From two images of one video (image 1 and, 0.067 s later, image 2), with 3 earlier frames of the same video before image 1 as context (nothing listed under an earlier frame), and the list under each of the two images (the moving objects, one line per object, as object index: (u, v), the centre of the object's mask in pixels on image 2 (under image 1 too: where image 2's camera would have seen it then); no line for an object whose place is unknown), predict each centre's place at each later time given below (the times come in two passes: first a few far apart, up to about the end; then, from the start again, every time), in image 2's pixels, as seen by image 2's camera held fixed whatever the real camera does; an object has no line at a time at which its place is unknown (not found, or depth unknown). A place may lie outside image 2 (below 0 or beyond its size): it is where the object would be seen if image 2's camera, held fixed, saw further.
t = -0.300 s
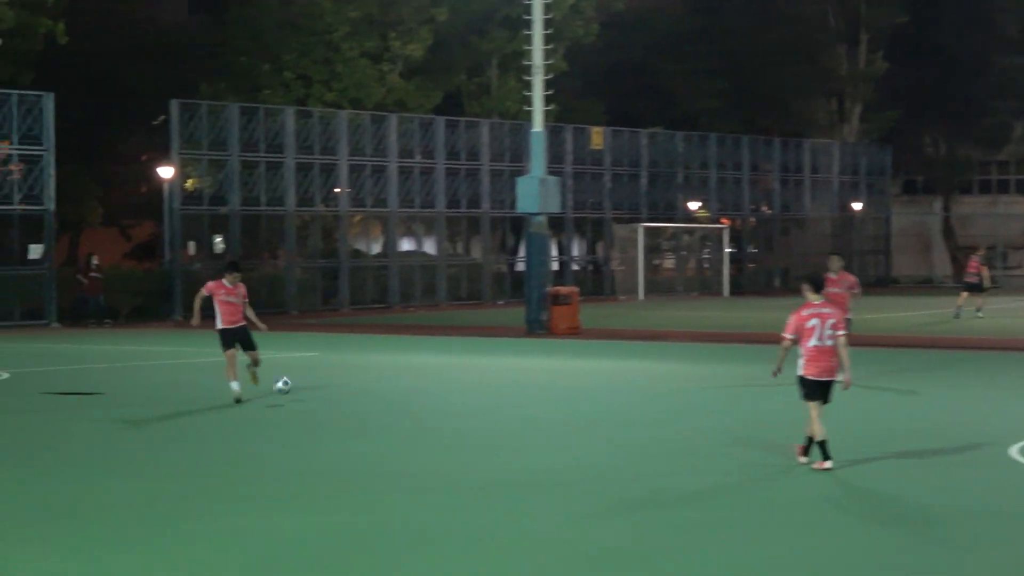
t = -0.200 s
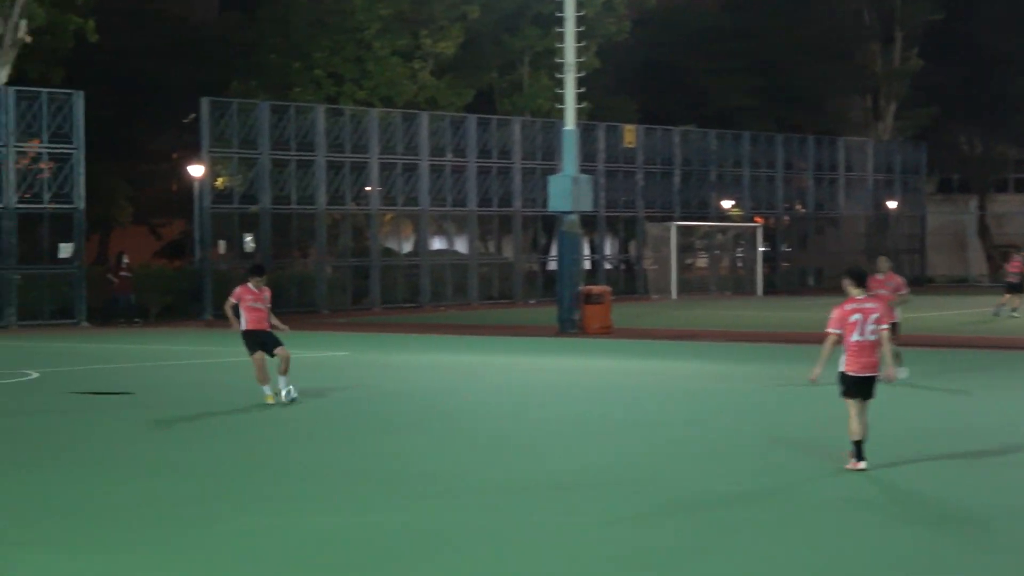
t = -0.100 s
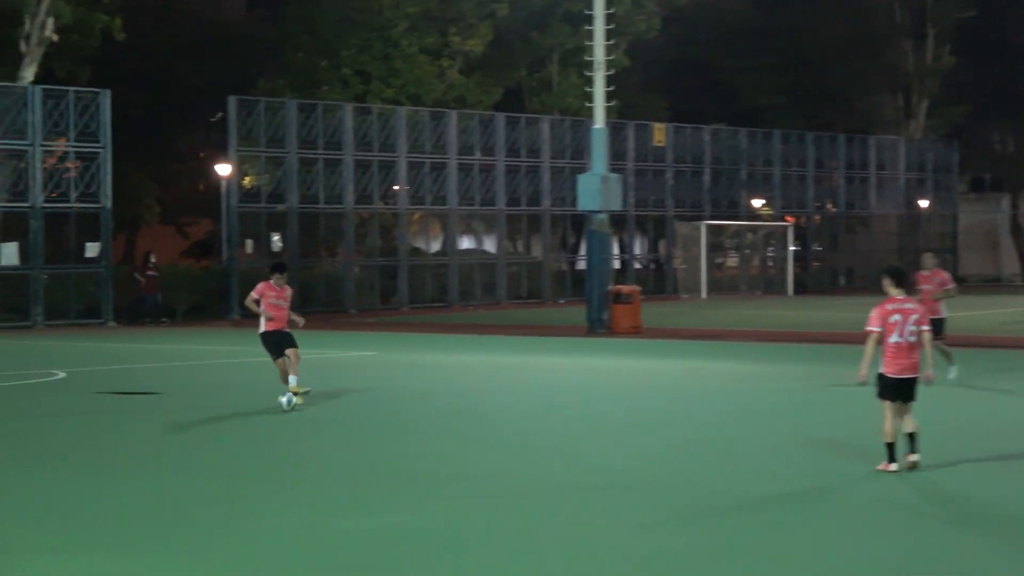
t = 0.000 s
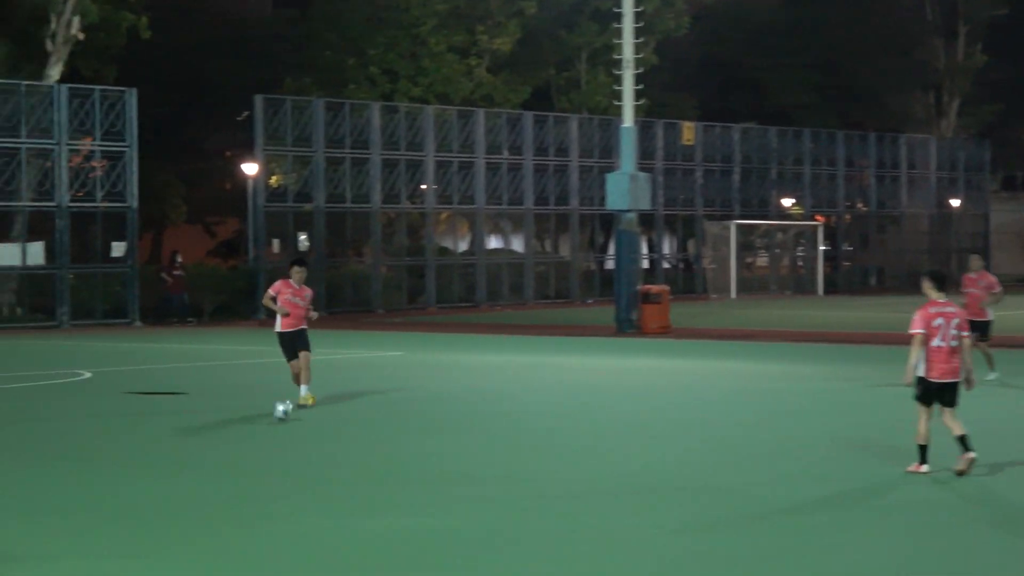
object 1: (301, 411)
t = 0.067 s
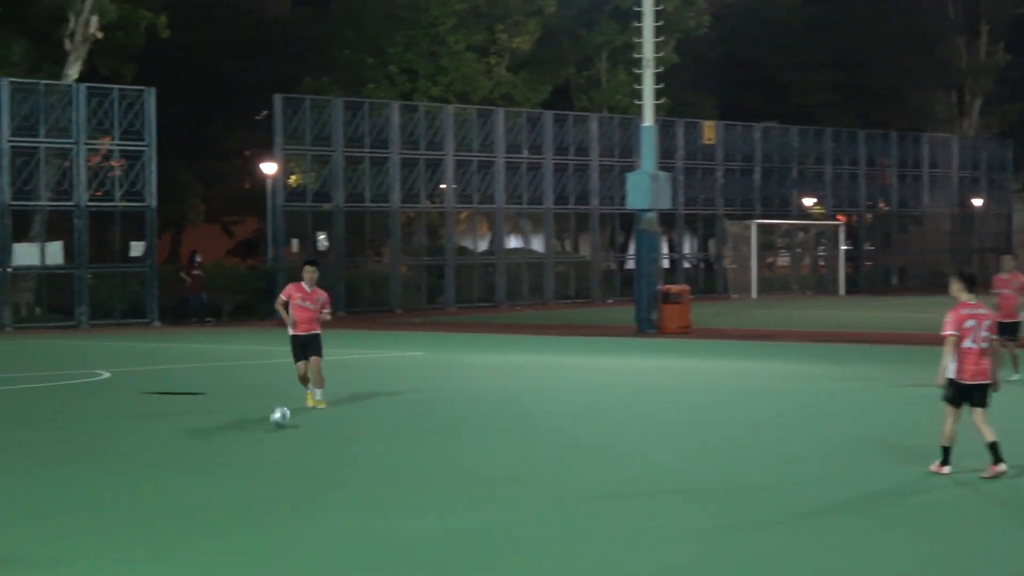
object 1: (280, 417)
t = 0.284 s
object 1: (207, 437)
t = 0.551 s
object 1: (107, 459)
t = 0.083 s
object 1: (275, 419)
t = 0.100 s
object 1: (269, 420)
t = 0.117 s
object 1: (264, 422)
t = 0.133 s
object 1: (259, 424)
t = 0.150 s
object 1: (253, 425)
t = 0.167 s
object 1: (248, 426)
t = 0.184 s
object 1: (242, 426)
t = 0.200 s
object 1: (237, 428)
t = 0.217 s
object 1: (231, 429)
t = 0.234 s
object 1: (225, 431)
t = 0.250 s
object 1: (219, 433)
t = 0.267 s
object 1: (214, 435)
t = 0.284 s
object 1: (207, 437)
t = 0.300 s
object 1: (202, 437)
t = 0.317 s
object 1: (196, 438)
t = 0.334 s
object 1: (190, 439)
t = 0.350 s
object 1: (184, 441)
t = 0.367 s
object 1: (178, 443)
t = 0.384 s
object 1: (171, 445)
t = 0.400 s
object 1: (165, 447)
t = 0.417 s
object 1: (159, 448)
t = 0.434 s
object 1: (153, 450)
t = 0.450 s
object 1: (146, 451)
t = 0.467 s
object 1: (140, 453)
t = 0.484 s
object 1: (133, 455)
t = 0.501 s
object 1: (127, 456)
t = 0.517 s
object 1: (120, 457)
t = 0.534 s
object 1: (114, 458)
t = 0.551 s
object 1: (107, 459)
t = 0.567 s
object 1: (100, 461)
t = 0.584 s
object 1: (94, 462)
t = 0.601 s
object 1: (87, 463)
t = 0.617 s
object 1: (80, 465)
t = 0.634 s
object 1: (72, 467)
